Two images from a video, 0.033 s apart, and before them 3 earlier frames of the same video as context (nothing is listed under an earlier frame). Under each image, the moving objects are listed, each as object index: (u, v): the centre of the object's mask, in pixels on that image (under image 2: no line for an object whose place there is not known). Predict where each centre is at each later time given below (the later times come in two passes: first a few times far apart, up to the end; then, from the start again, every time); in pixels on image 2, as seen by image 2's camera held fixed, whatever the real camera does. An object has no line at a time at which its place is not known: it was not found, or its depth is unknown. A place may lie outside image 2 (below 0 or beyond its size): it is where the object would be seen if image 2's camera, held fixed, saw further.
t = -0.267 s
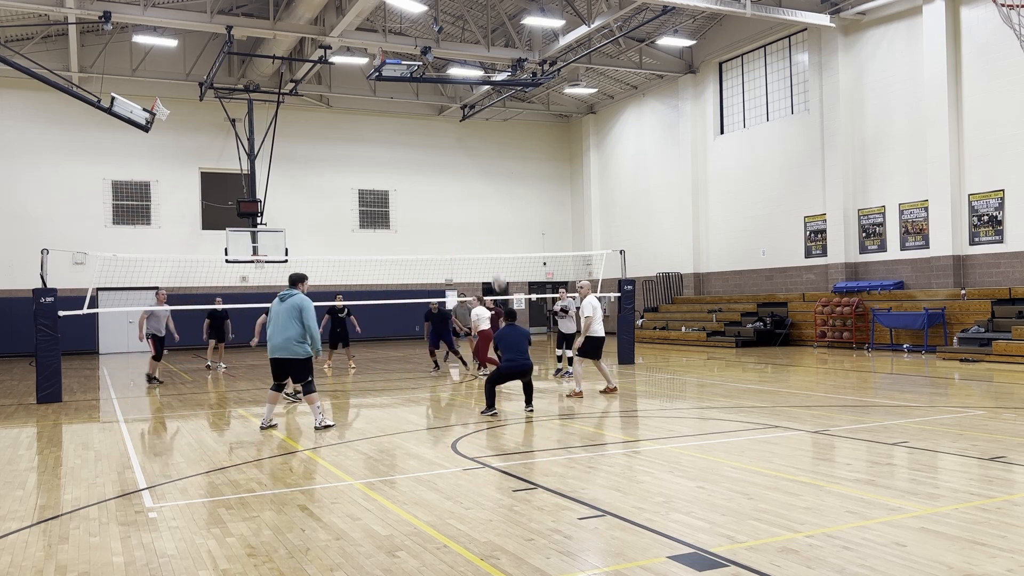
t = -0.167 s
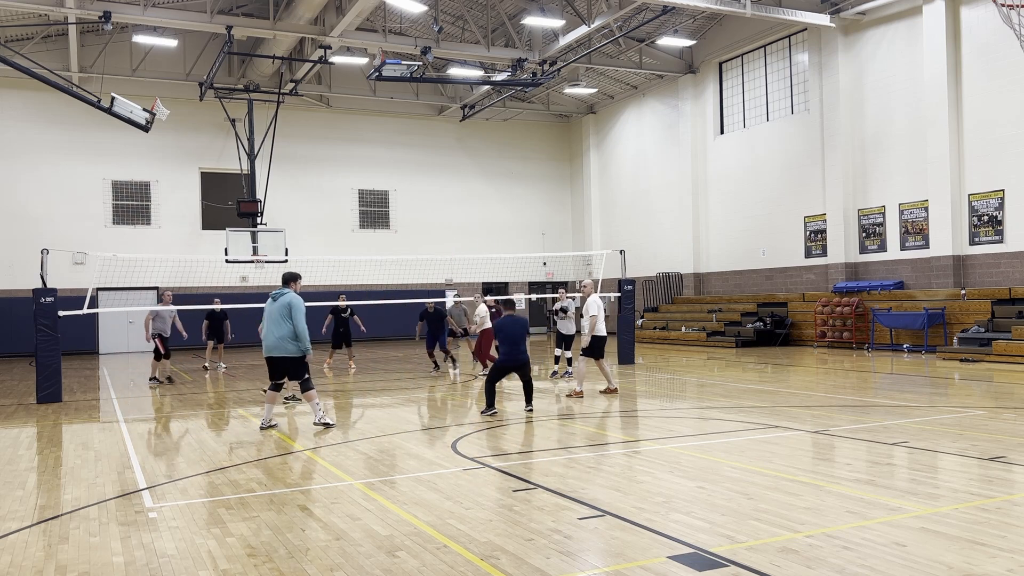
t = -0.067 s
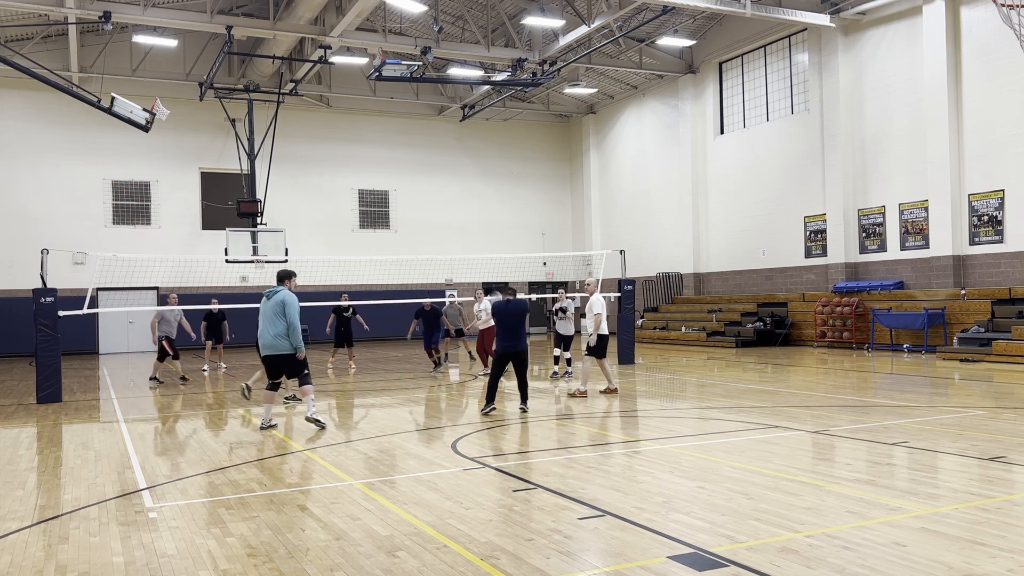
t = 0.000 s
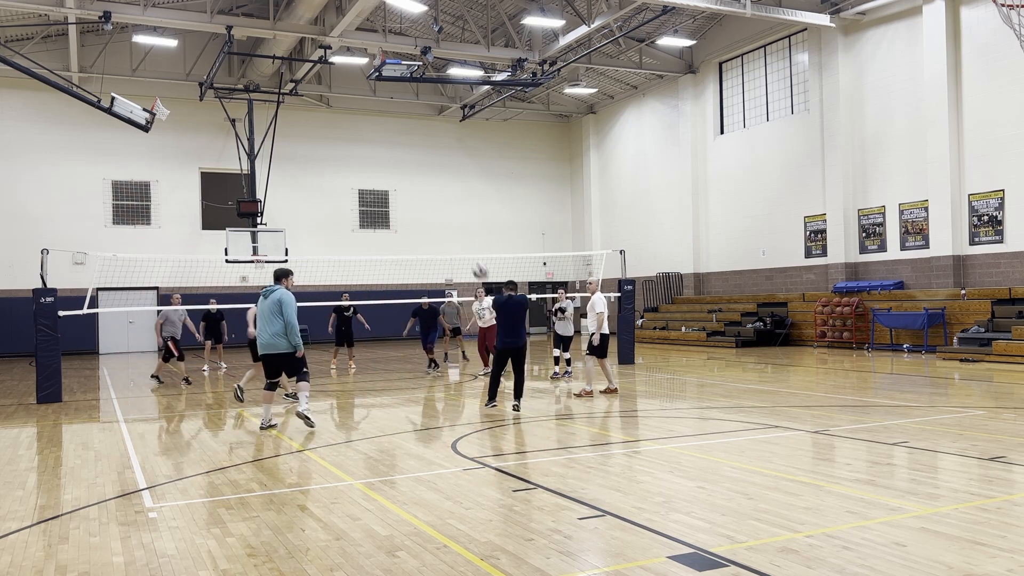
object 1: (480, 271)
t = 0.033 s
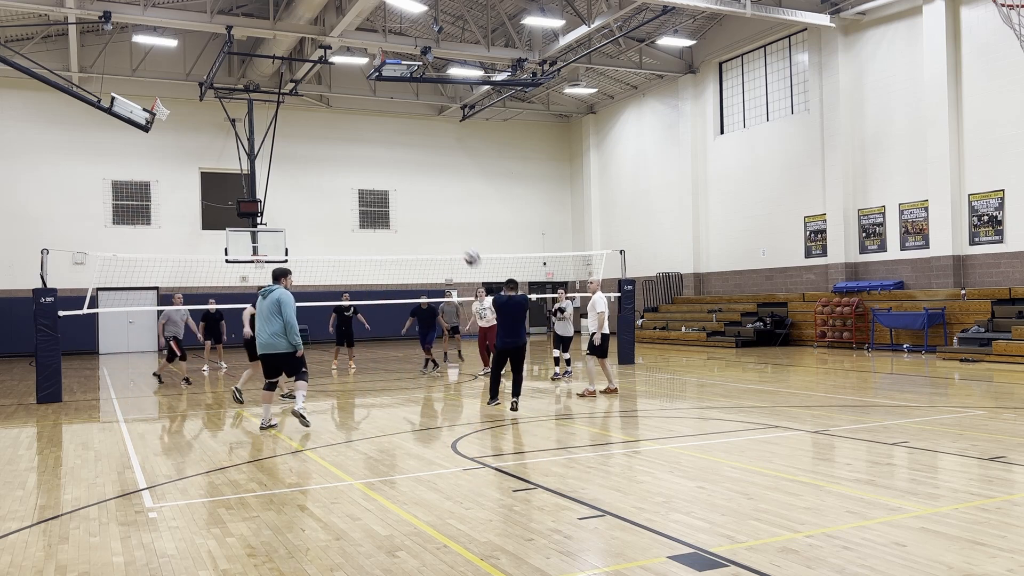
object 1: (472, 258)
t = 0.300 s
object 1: (408, 183)
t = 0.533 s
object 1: (358, 164)
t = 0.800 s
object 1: (305, 189)
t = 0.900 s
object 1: (287, 209)
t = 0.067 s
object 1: (463, 245)
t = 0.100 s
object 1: (455, 234)
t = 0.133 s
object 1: (448, 224)
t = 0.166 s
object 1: (440, 214)
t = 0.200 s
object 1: (432, 206)
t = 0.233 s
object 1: (424, 197)
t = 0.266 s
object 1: (416, 190)
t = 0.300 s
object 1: (408, 183)
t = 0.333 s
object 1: (401, 178)
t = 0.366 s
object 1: (393, 174)
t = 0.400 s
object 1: (386, 170)
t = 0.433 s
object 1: (379, 167)
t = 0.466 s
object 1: (372, 166)
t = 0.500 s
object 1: (365, 164)
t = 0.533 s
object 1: (358, 164)
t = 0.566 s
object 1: (351, 164)
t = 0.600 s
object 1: (344, 166)
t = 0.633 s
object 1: (337, 168)
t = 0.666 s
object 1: (331, 170)
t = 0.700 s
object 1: (324, 174)
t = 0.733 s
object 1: (317, 178)
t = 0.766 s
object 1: (311, 183)
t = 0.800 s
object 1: (305, 189)
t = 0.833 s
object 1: (299, 195)
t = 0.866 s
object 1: (293, 202)
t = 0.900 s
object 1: (287, 209)
